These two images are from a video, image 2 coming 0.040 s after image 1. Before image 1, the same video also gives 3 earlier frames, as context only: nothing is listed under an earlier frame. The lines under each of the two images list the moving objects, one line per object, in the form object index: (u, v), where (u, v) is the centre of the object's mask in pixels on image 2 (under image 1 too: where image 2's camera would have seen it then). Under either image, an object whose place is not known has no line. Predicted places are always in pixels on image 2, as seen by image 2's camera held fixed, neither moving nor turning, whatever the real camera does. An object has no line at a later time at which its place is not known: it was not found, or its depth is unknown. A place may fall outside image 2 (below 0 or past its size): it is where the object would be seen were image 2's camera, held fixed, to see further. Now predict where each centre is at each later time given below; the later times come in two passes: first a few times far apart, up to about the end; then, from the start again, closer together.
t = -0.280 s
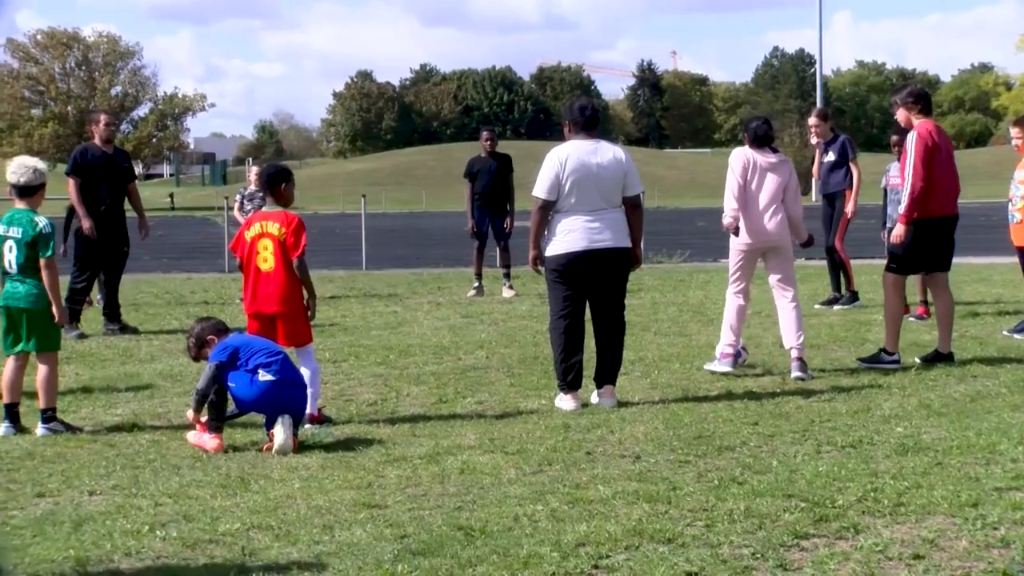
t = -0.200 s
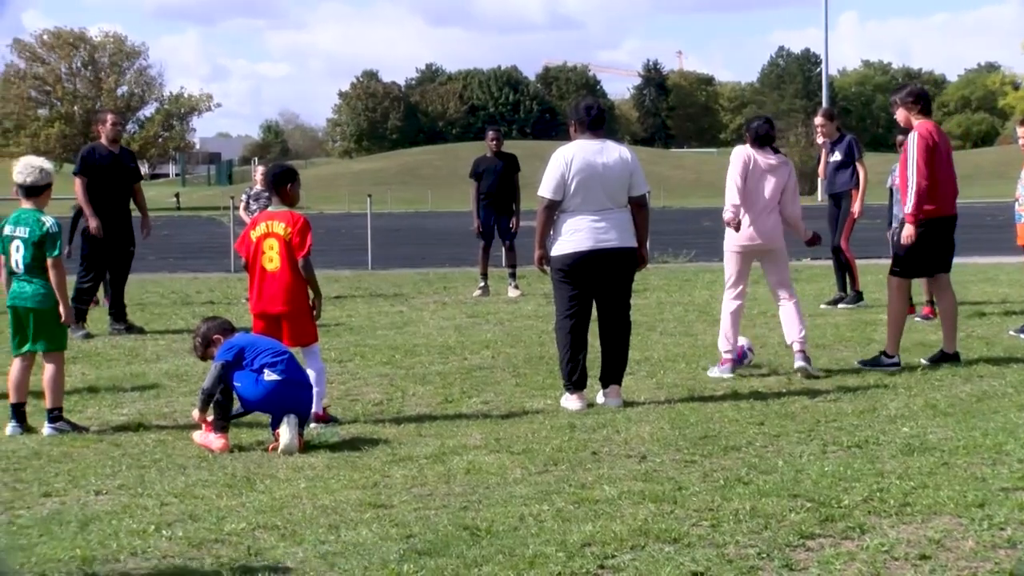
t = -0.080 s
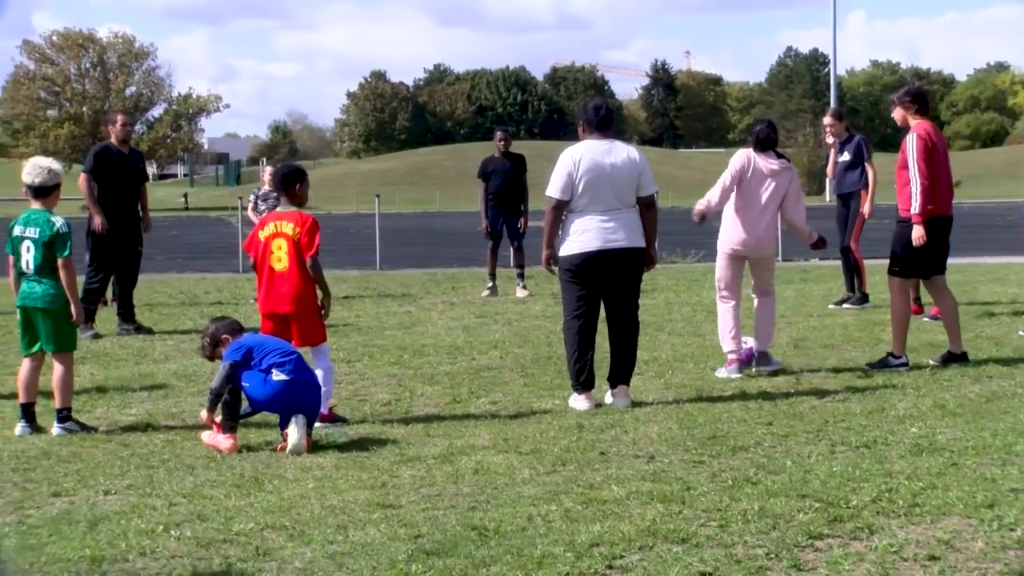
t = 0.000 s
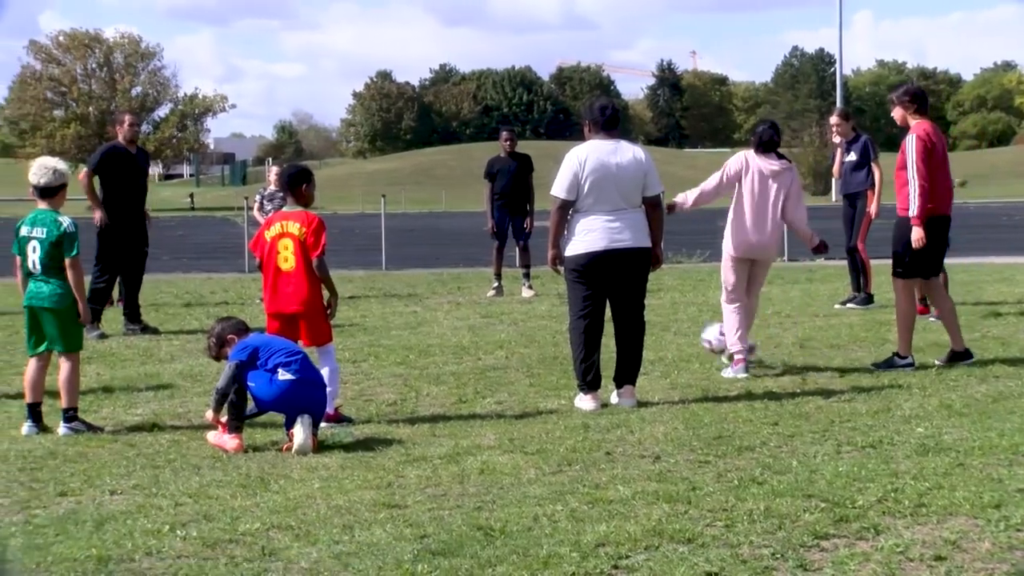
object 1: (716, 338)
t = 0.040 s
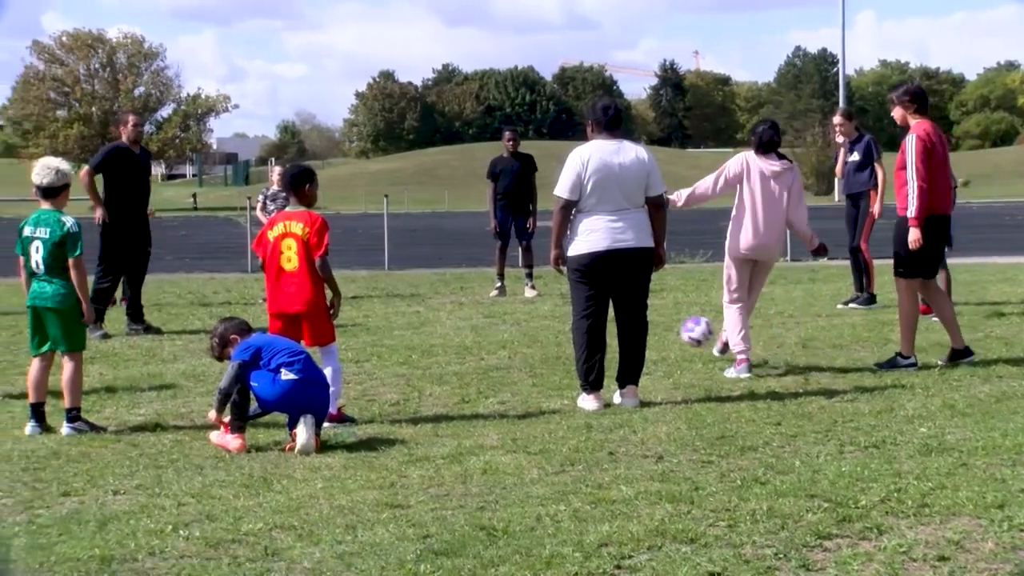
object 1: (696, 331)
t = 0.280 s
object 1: (564, 333)
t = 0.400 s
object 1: (522, 328)
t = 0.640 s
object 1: (456, 328)
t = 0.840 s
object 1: (406, 325)
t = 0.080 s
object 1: (673, 327)
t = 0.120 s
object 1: (656, 325)
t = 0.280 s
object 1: (564, 333)
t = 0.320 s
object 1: (555, 329)
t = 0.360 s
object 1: (538, 327)
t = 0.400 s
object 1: (522, 328)
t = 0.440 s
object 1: (508, 330)
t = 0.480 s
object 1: (495, 330)
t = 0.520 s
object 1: (485, 326)
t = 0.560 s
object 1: (475, 324)
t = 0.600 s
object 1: (465, 326)
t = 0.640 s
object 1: (456, 328)
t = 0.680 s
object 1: (445, 327)
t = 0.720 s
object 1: (435, 326)
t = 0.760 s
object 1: (425, 327)
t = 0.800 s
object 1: (415, 326)
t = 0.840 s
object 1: (406, 325)
